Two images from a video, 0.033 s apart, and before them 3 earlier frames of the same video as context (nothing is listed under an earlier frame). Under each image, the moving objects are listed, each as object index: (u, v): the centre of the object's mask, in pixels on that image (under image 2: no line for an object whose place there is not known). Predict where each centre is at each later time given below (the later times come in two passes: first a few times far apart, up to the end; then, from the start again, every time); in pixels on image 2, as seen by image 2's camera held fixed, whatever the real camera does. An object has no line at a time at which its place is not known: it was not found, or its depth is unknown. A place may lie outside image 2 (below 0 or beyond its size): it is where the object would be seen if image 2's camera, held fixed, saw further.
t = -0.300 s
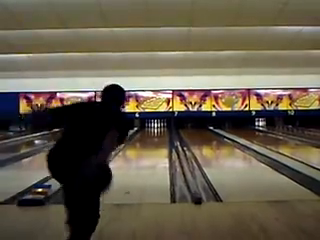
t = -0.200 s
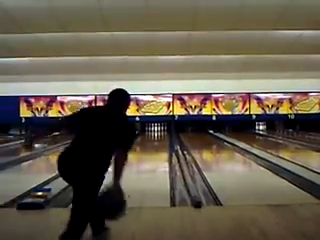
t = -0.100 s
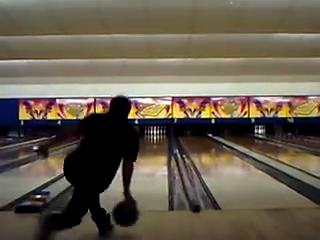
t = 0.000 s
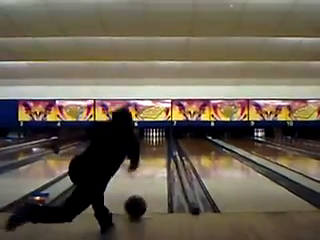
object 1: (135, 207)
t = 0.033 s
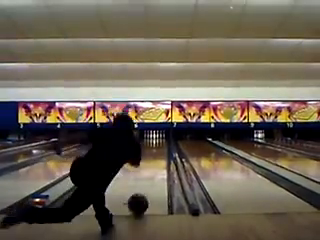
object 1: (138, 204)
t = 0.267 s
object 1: (150, 183)
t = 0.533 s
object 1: (158, 168)
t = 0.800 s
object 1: (161, 160)
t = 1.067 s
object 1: (164, 154)
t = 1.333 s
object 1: (164, 151)
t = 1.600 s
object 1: (166, 146)
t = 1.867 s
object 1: (167, 145)
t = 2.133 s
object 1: (168, 143)
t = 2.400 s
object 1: (168, 141)
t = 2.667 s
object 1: (168, 140)
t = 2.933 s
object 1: (167, 139)
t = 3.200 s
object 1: (166, 138)
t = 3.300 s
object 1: (166, 139)
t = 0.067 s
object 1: (140, 200)
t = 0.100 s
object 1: (142, 196)
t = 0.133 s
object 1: (144, 193)
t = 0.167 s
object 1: (146, 190)
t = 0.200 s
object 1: (147, 187)
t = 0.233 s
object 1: (148, 185)
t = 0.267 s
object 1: (150, 183)
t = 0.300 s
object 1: (151, 180)
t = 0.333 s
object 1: (152, 178)
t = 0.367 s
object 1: (153, 176)
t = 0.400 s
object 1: (154, 174)
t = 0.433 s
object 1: (155, 173)
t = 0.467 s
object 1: (156, 171)
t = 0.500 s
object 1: (158, 169)
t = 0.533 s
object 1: (158, 168)
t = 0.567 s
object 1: (158, 167)
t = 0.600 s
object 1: (158, 165)
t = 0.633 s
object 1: (159, 164)
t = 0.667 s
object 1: (159, 163)
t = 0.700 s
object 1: (160, 163)
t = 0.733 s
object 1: (160, 161)
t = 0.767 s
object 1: (161, 160)
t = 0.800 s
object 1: (161, 160)
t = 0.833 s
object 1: (161, 159)
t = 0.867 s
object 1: (161, 158)
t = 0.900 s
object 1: (162, 158)
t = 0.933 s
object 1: (162, 157)
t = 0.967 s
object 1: (163, 156)
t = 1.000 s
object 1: (163, 156)
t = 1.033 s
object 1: (163, 155)
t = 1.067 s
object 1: (164, 154)
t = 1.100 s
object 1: (164, 155)
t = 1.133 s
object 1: (163, 154)
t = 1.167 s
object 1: (163, 152)
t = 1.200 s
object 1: (163, 152)
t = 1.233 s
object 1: (163, 151)
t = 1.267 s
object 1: (164, 152)
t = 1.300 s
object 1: (165, 149)
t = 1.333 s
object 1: (164, 151)
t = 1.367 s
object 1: (164, 149)
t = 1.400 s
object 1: (164, 150)
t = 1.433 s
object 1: (164, 149)
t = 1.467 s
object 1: (165, 147)
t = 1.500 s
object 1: (165, 148)
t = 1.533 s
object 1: (165, 147)
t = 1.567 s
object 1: (164, 148)
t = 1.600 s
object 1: (166, 146)
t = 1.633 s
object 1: (167, 145)
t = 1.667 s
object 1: (166, 145)
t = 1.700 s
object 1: (166, 145)
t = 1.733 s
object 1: (167, 145)
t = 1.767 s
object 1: (167, 145)
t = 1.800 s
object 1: (168, 145)
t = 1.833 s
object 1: (167, 145)
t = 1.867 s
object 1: (167, 145)
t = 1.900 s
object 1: (167, 144)
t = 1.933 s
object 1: (168, 144)
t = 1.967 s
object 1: (168, 144)
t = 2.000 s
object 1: (168, 143)
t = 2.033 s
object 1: (167, 144)
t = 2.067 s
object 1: (168, 143)
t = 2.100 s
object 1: (168, 143)
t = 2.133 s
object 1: (168, 143)
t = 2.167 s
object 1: (168, 143)
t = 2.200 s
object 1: (168, 142)
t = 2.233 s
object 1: (167, 143)
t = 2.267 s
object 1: (168, 142)
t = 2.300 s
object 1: (168, 142)
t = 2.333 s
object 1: (168, 142)
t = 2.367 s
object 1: (168, 141)
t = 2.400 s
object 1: (168, 141)
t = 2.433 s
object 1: (167, 141)
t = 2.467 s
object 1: (168, 140)
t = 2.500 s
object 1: (167, 140)
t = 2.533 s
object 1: (168, 140)
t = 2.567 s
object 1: (168, 140)
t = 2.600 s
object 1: (168, 140)
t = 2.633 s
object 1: (168, 140)
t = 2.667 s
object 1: (168, 140)
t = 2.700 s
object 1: (168, 139)
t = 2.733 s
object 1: (168, 139)
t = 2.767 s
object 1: (168, 139)
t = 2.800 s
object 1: (167, 140)
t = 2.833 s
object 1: (167, 139)
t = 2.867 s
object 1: (167, 139)
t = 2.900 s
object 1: (167, 139)
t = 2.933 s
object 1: (167, 139)
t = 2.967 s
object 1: (167, 140)
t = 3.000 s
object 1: (166, 139)
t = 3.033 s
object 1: (166, 139)
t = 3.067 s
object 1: (167, 139)
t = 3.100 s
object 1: (166, 138)
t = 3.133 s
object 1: (166, 139)
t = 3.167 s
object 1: (166, 138)
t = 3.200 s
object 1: (166, 138)
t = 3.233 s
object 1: (167, 138)
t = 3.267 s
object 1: (166, 139)
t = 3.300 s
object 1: (166, 139)
